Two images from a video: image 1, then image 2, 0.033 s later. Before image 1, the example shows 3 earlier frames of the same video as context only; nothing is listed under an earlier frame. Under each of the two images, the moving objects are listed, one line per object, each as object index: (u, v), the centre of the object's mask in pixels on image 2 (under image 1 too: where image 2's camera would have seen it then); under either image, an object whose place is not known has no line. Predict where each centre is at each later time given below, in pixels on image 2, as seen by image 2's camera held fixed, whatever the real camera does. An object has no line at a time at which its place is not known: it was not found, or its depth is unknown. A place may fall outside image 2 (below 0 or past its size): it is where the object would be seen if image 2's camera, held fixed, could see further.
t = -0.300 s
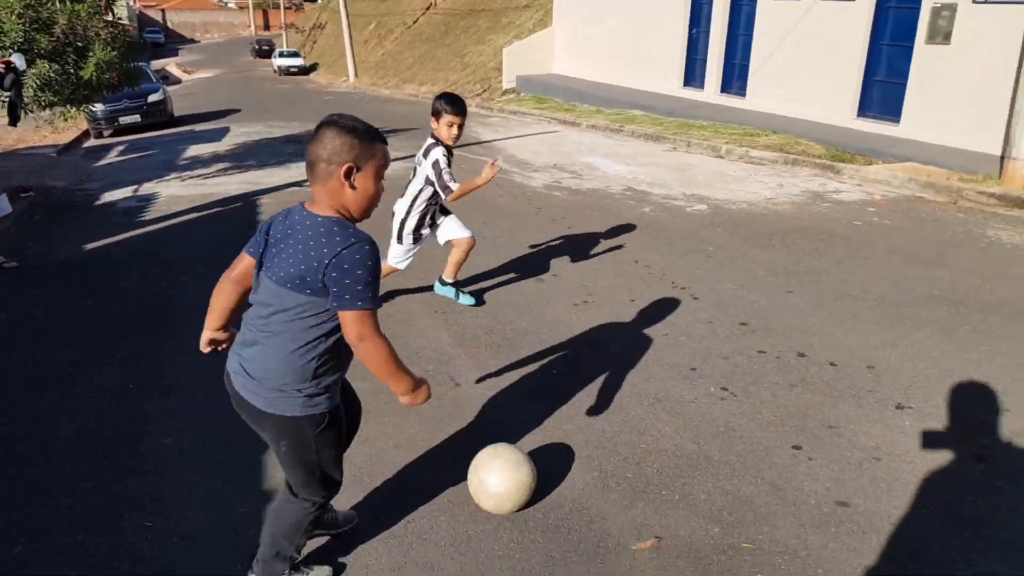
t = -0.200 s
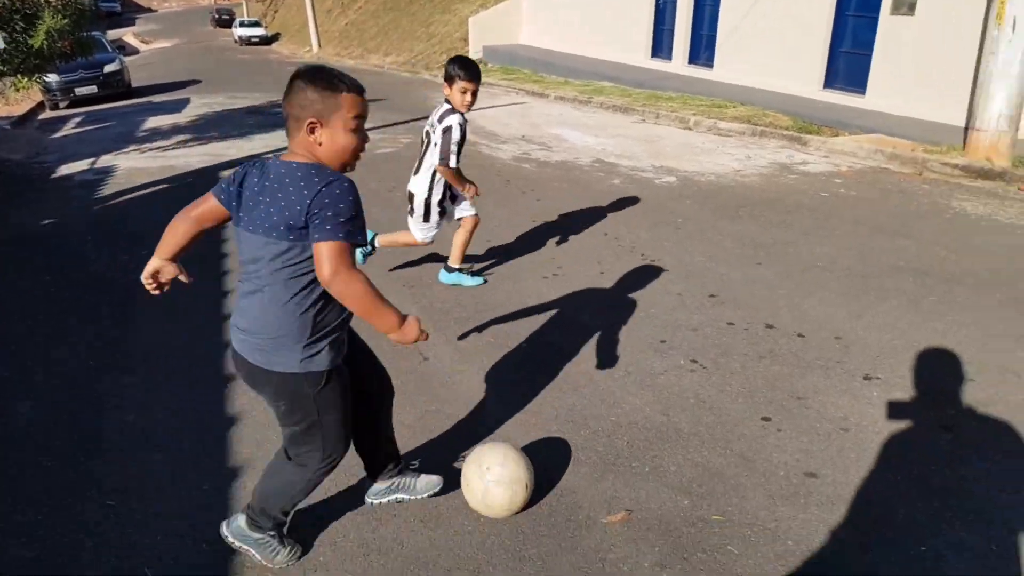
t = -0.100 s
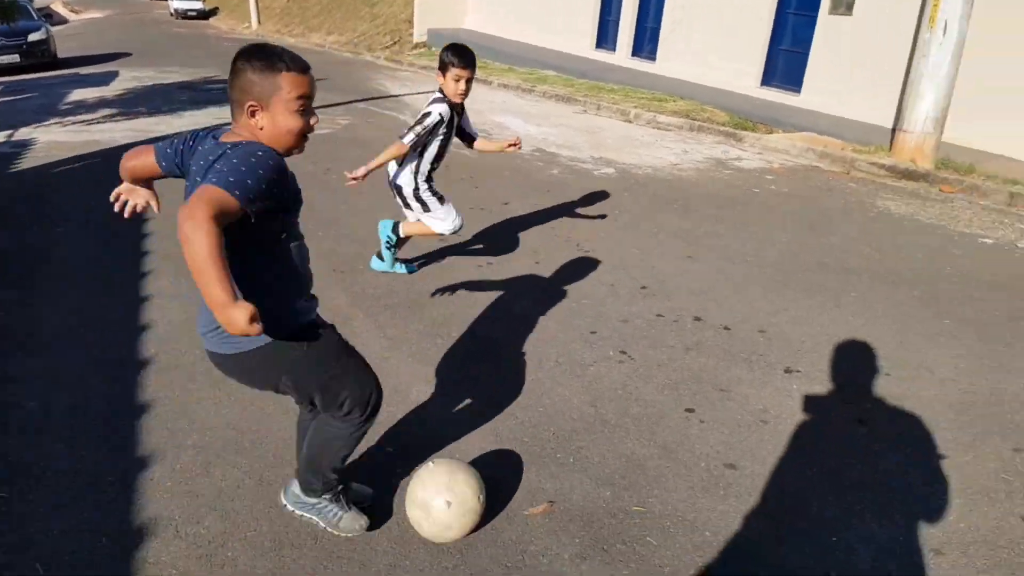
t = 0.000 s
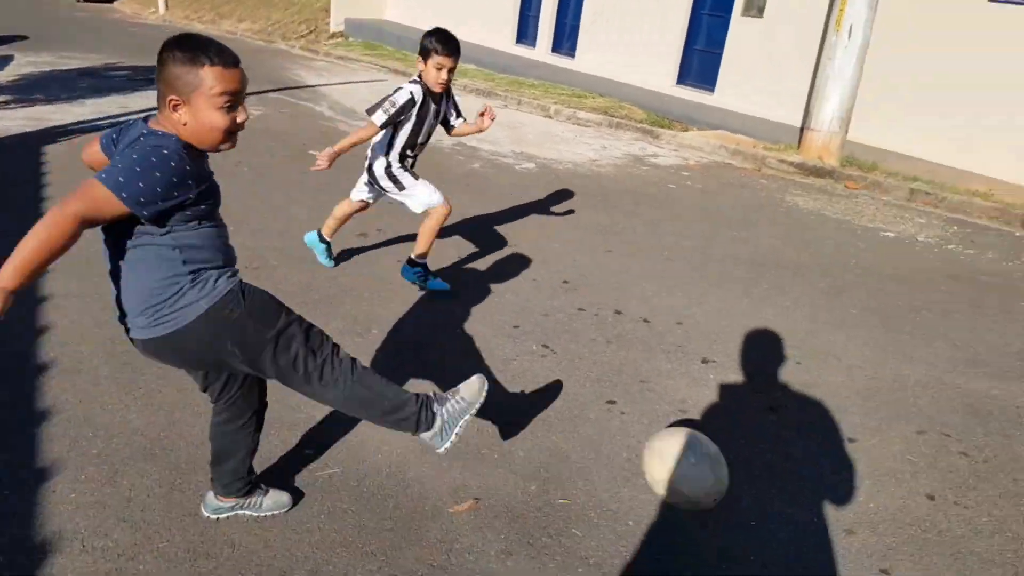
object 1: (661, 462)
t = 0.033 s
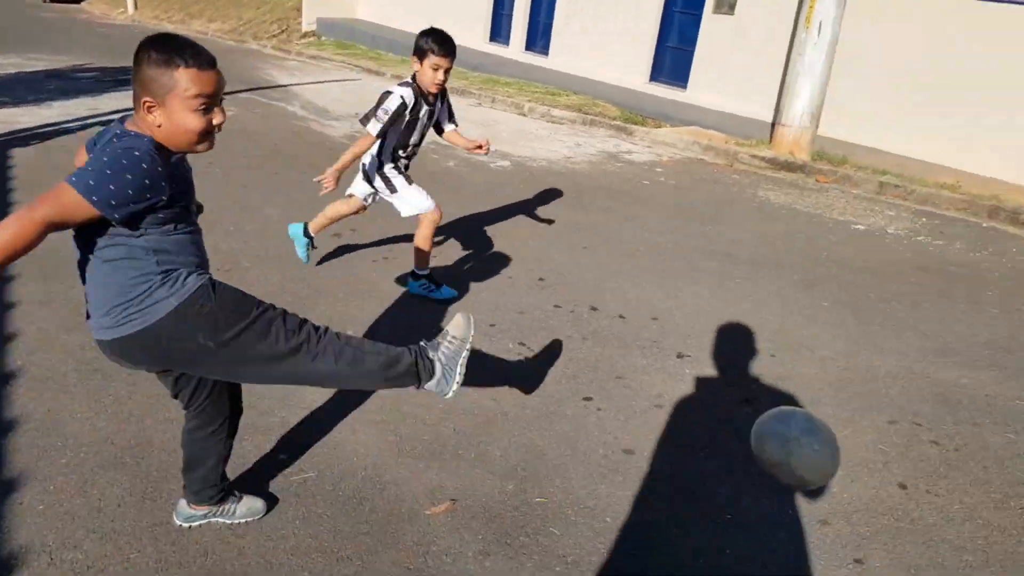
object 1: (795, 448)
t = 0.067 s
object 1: (928, 434)
